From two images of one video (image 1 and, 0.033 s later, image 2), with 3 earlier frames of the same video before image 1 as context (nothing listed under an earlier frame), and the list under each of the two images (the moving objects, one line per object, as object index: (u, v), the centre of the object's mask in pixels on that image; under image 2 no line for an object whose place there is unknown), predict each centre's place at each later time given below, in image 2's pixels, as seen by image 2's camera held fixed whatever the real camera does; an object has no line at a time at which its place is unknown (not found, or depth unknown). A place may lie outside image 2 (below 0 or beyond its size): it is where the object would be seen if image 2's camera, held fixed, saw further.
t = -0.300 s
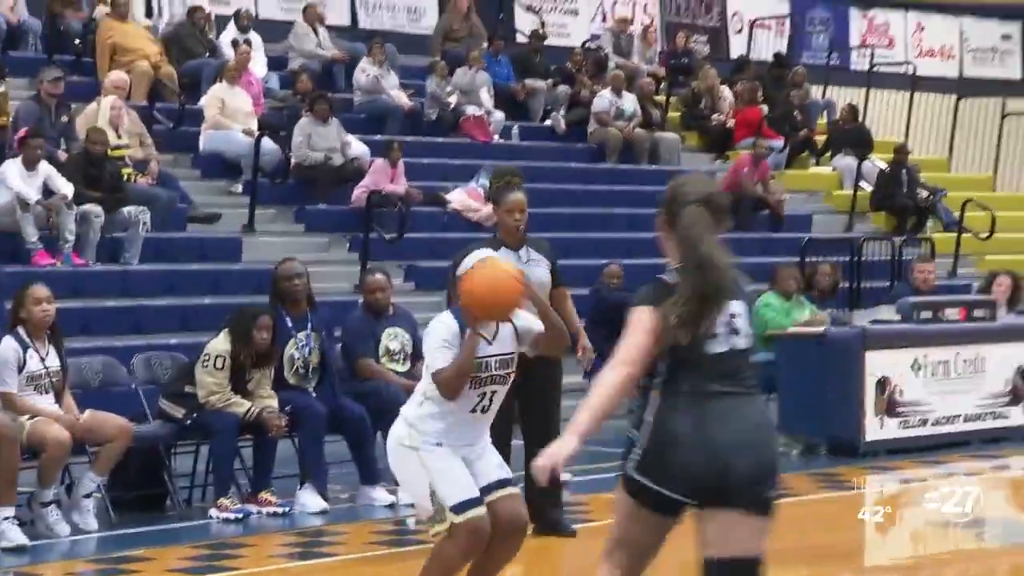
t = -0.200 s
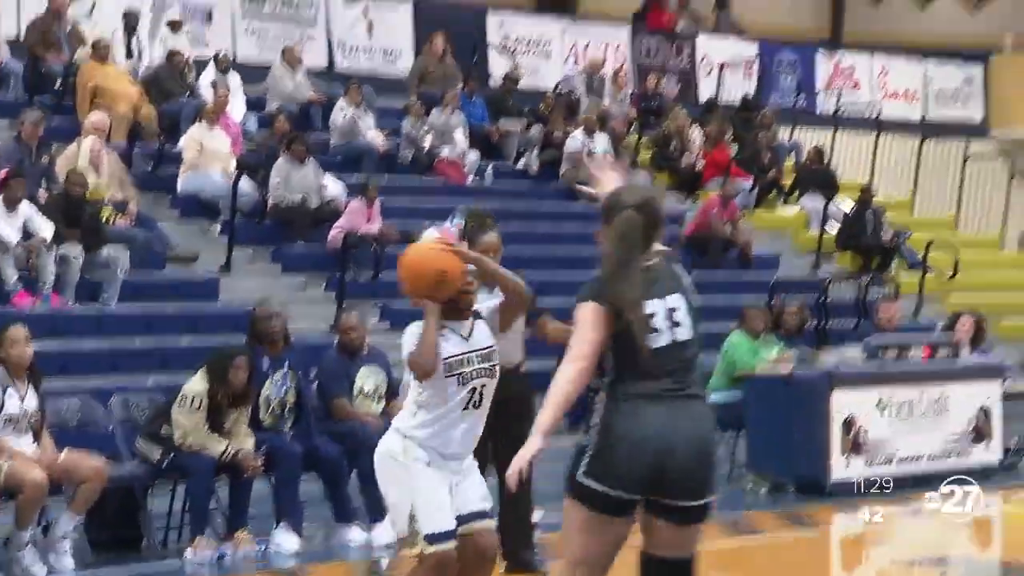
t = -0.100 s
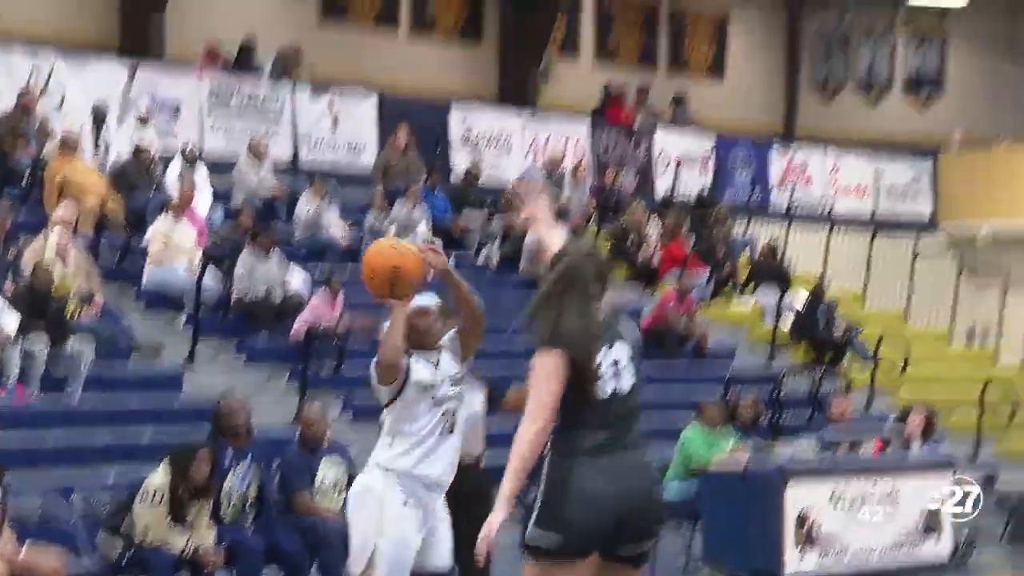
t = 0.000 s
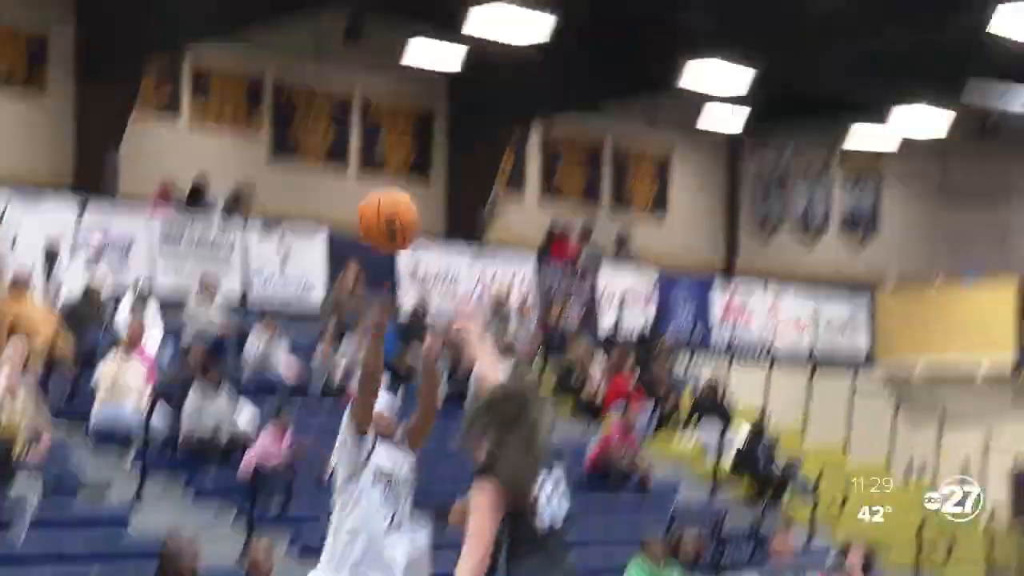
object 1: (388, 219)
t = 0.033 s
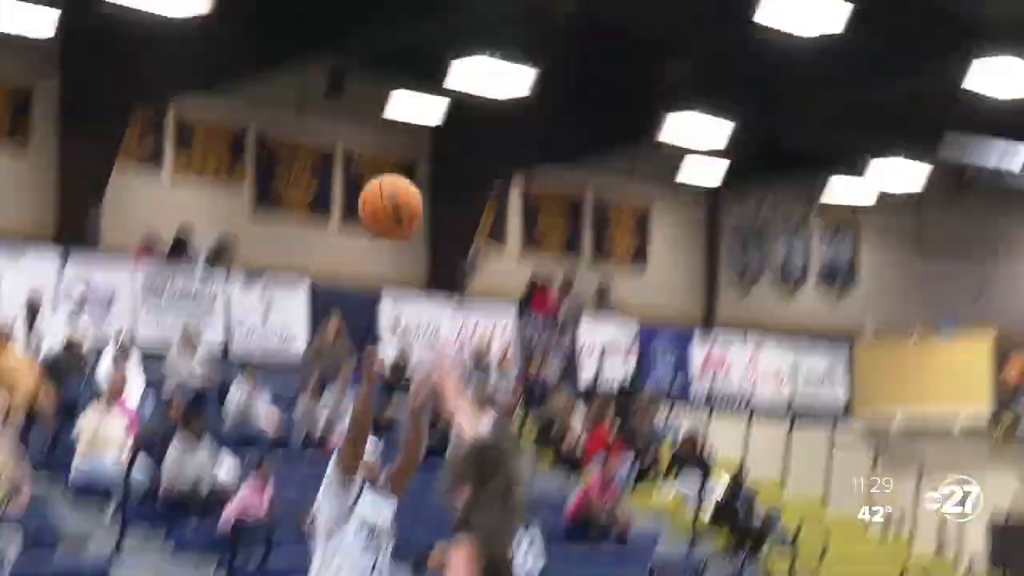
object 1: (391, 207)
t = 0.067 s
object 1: (411, 142)
